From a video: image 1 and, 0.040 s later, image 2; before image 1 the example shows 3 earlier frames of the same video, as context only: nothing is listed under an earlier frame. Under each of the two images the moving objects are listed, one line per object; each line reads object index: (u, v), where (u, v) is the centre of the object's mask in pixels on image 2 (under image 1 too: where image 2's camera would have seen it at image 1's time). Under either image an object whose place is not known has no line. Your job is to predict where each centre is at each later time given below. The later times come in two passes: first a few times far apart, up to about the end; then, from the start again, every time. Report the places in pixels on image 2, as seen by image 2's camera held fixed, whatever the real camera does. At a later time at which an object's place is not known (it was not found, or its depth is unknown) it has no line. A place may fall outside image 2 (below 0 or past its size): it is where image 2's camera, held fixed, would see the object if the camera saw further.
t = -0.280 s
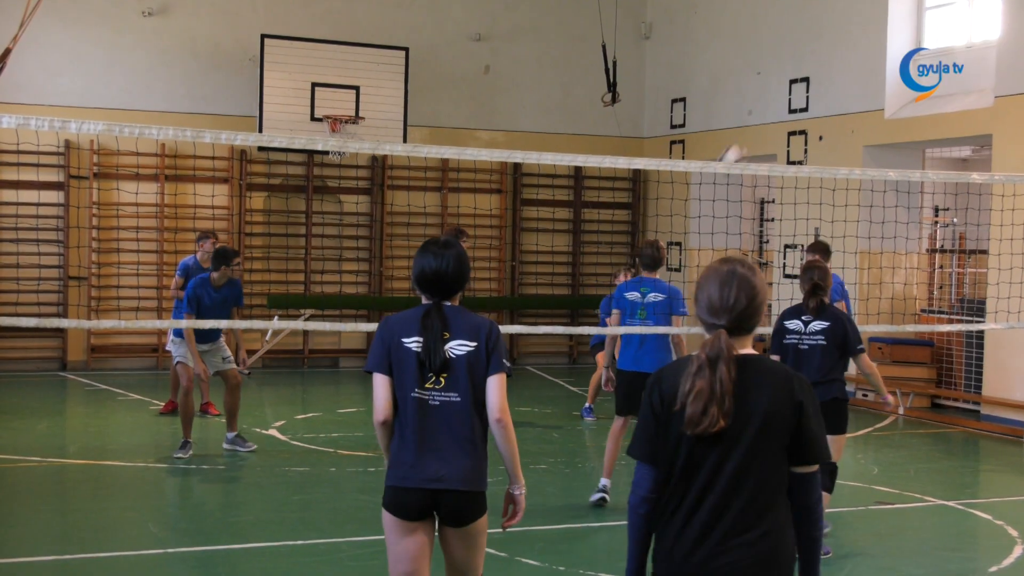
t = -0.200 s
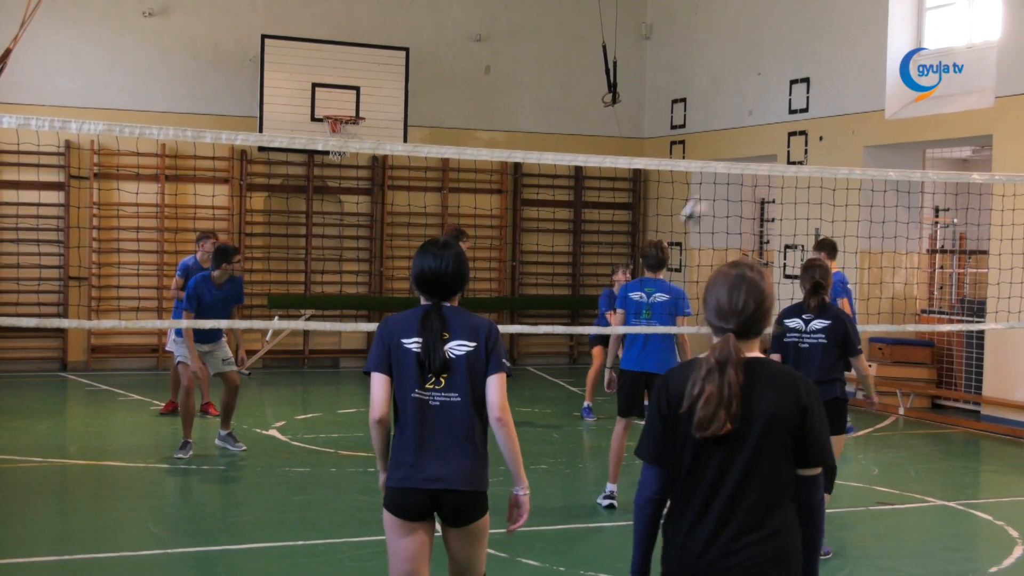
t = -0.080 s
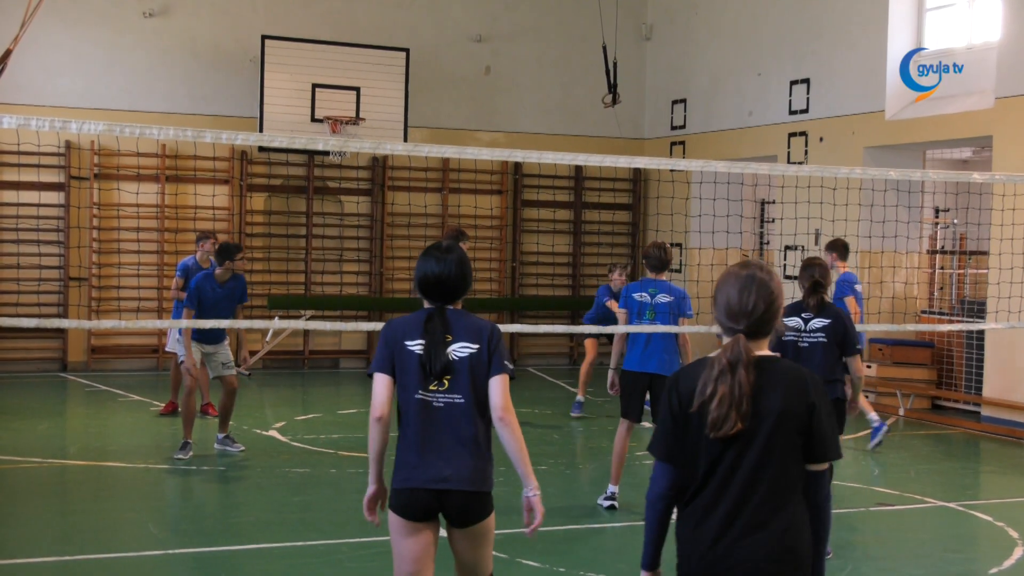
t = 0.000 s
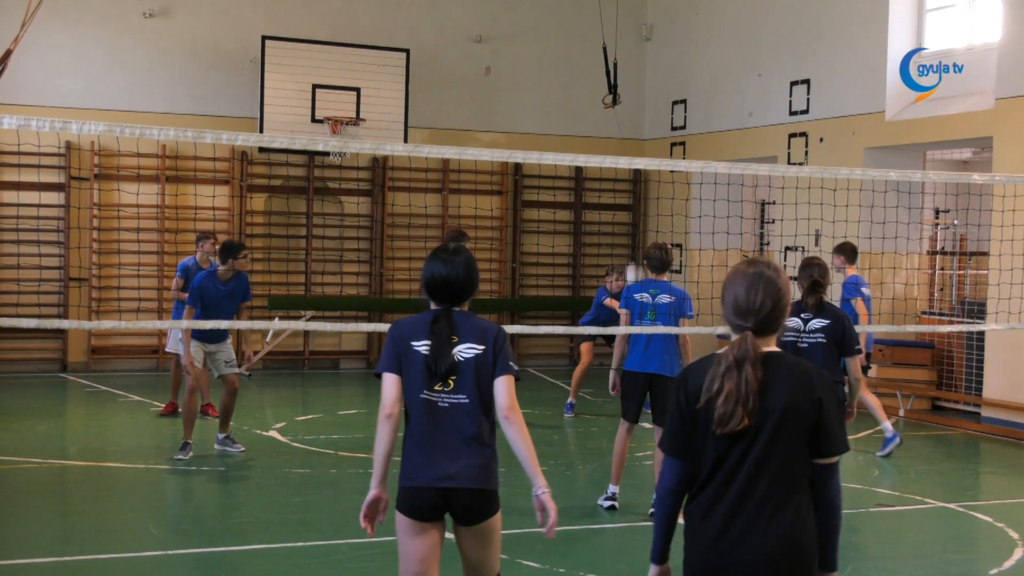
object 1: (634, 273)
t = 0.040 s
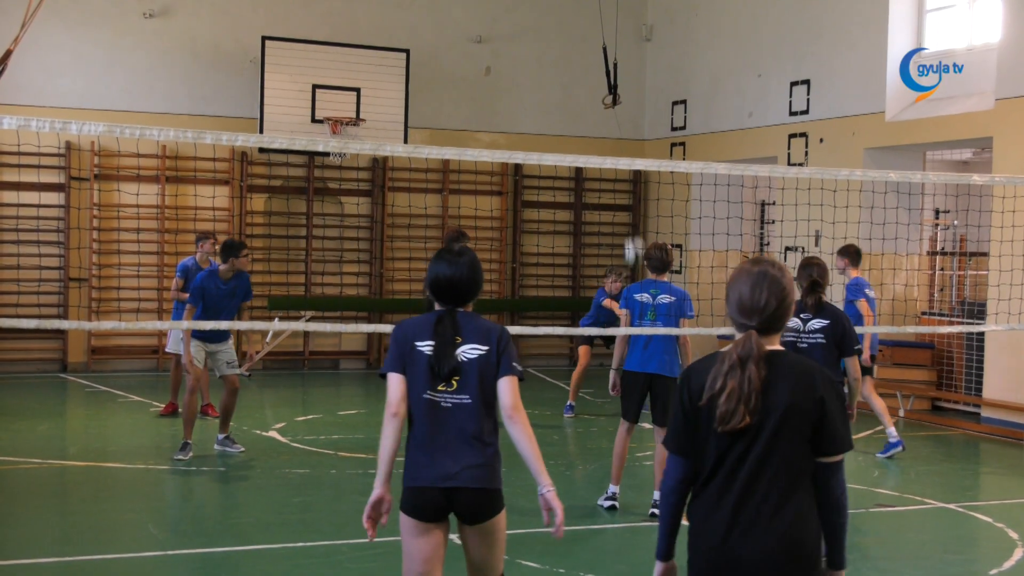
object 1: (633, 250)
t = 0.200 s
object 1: (636, 151)
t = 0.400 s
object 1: (637, 70)
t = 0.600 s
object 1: (638, 26)
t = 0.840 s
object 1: (634, 32)
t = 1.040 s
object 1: (631, 88)
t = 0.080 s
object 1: (635, 224)
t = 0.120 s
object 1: (635, 199)
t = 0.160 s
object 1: (635, 178)
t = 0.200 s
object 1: (636, 151)
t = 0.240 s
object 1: (636, 134)
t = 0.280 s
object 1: (636, 115)
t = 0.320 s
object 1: (636, 99)
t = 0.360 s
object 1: (636, 83)
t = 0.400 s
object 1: (637, 70)
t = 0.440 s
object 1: (637, 58)
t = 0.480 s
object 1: (638, 47)
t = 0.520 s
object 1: (637, 39)
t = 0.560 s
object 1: (638, 30)
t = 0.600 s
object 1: (638, 26)
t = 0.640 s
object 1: (637, 22)
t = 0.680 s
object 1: (636, 20)
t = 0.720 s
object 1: (636, 21)
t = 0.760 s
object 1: (636, 22)
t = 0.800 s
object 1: (635, 26)
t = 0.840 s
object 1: (634, 32)
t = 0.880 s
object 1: (634, 39)
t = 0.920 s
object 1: (633, 49)
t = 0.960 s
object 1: (632, 60)
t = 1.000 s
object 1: (631, 71)
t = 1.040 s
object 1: (631, 88)
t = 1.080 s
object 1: (629, 106)
